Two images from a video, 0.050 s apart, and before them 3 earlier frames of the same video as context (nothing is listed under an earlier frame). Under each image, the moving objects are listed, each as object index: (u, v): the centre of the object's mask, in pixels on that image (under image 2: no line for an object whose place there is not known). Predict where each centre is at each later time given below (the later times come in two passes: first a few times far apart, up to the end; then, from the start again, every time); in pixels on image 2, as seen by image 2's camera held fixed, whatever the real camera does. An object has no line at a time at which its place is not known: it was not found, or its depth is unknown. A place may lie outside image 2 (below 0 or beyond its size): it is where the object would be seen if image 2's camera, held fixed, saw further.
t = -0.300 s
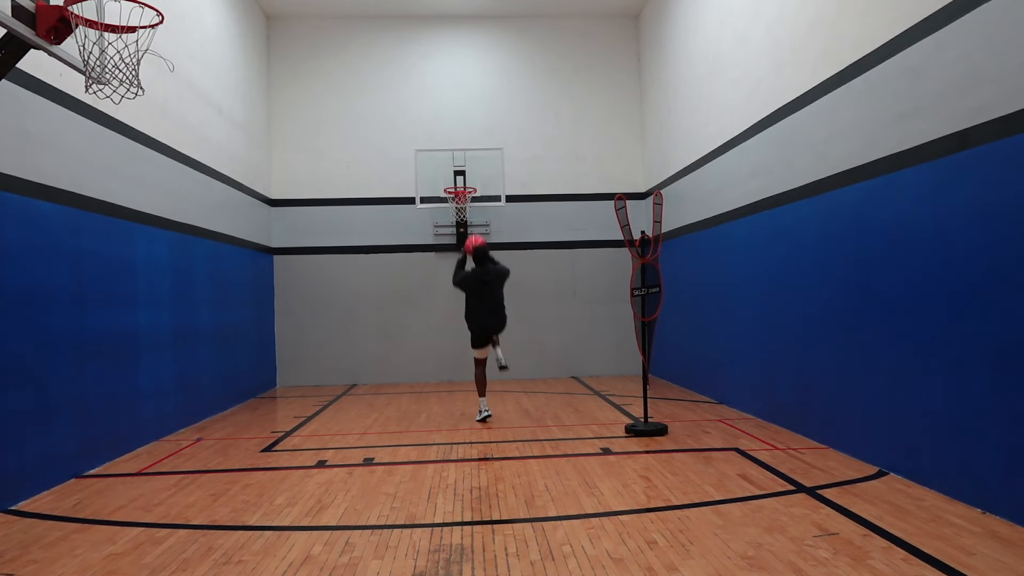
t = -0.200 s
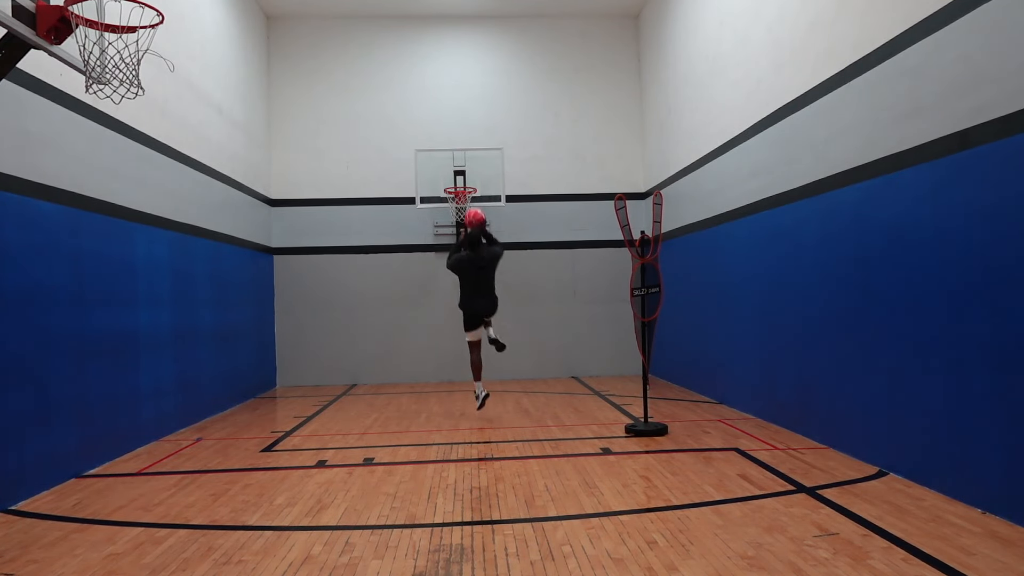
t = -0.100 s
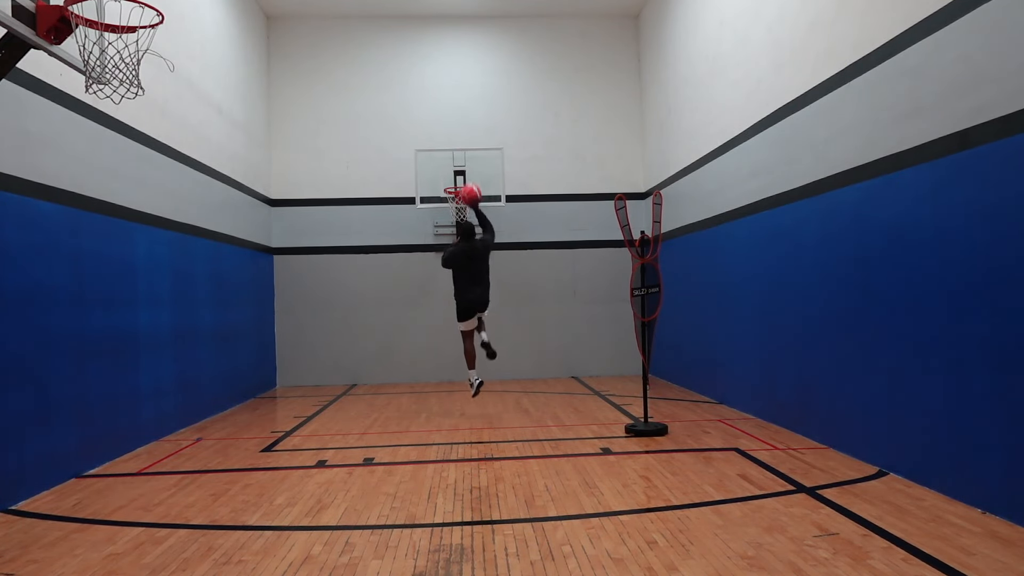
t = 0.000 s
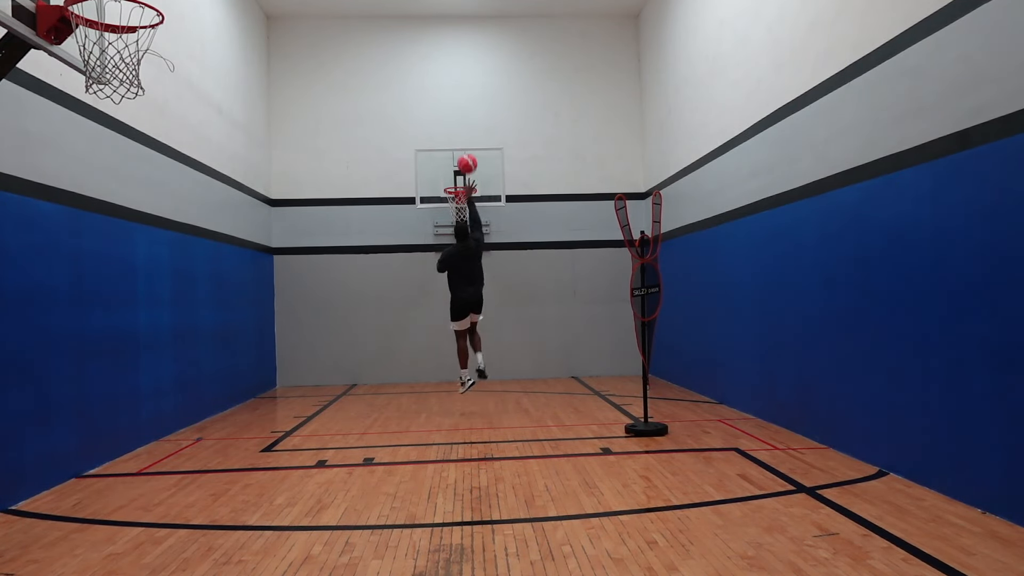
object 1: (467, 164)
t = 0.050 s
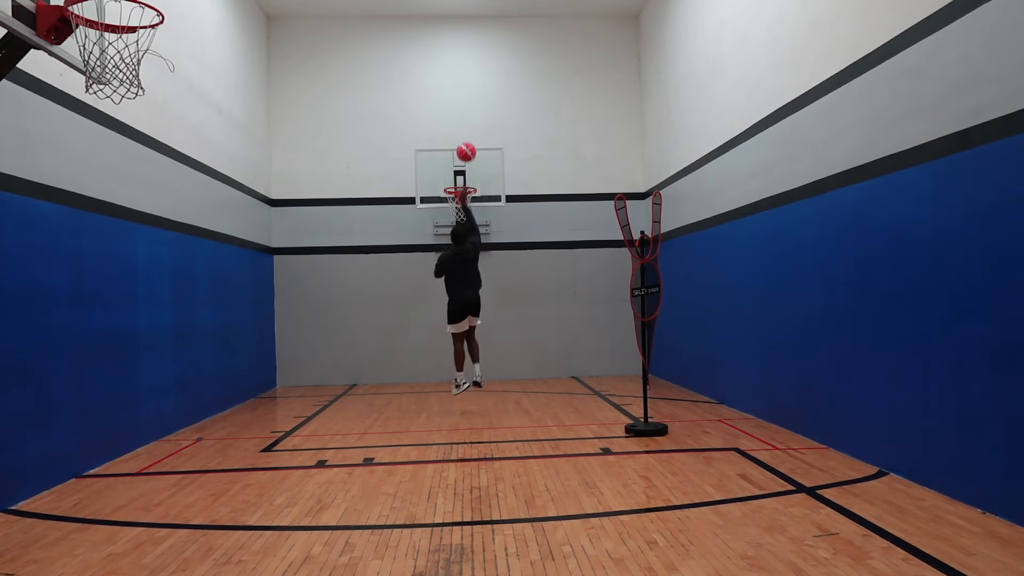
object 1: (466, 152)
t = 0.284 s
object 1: (463, 126)
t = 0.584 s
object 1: (461, 152)
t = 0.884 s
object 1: (457, 161)
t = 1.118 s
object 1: (451, 145)
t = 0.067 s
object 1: (466, 148)
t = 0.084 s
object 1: (466, 145)
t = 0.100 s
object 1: (465, 142)
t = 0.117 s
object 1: (465, 140)
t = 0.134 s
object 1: (465, 137)
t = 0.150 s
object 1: (464, 135)
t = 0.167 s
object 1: (464, 133)
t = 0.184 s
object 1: (464, 131)
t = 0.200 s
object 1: (464, 130)
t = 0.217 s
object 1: (464, 129)
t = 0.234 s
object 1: (463, 128)
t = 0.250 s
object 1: (463, 127)
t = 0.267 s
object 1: (463, 126)
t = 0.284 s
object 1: (463, 126)
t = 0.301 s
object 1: (463, 126)
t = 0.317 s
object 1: (463, 126)
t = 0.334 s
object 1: (462, 126)
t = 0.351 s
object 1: (462, 127)
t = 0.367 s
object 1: (462, 127)
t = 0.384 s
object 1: (462, 128)
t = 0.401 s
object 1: (462, 129)
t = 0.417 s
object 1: (462, 130)
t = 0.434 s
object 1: (462, 132)
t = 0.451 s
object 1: (461, 133)
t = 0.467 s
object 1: (461, 135)
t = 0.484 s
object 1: (461, 137)
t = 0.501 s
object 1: (461, 139)
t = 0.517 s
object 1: (461, 141)
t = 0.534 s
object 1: (461, 143)
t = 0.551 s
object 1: (461, 146)
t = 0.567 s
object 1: (461, 149)
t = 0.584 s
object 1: (461, 152)
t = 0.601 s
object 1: (461, 155)
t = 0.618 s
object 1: (461, 158)
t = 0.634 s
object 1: (461, 161)
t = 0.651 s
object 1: (461, 165)
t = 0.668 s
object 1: (461, 169)
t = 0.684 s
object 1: (461, 172)
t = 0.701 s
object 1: (461, 176)
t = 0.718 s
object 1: (461, 179)
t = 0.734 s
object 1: (461, 182)
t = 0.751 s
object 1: (461, 182)
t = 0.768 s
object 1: (460, 180)
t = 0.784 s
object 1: (460, 178)
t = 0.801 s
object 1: (459, 174)
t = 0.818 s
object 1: (459, 171)
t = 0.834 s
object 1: (458, 168)
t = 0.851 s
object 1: (458, 166)
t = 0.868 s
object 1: (458, 163)
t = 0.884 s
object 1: (457, 161)
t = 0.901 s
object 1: (457, 159)
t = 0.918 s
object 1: (456, 157)
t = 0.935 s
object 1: (456, 155)
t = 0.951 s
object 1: (455, 153)
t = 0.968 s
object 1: (455, 151)
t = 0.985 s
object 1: (455, 150)
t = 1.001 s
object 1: (454, 149)
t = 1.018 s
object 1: (454, 148)
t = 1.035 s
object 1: (453, 147)
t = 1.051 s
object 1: (453, 146)
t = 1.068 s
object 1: (452, 146)
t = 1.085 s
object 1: (452, 145)
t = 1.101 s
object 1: (452, 145)
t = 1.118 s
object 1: (451, 145)
